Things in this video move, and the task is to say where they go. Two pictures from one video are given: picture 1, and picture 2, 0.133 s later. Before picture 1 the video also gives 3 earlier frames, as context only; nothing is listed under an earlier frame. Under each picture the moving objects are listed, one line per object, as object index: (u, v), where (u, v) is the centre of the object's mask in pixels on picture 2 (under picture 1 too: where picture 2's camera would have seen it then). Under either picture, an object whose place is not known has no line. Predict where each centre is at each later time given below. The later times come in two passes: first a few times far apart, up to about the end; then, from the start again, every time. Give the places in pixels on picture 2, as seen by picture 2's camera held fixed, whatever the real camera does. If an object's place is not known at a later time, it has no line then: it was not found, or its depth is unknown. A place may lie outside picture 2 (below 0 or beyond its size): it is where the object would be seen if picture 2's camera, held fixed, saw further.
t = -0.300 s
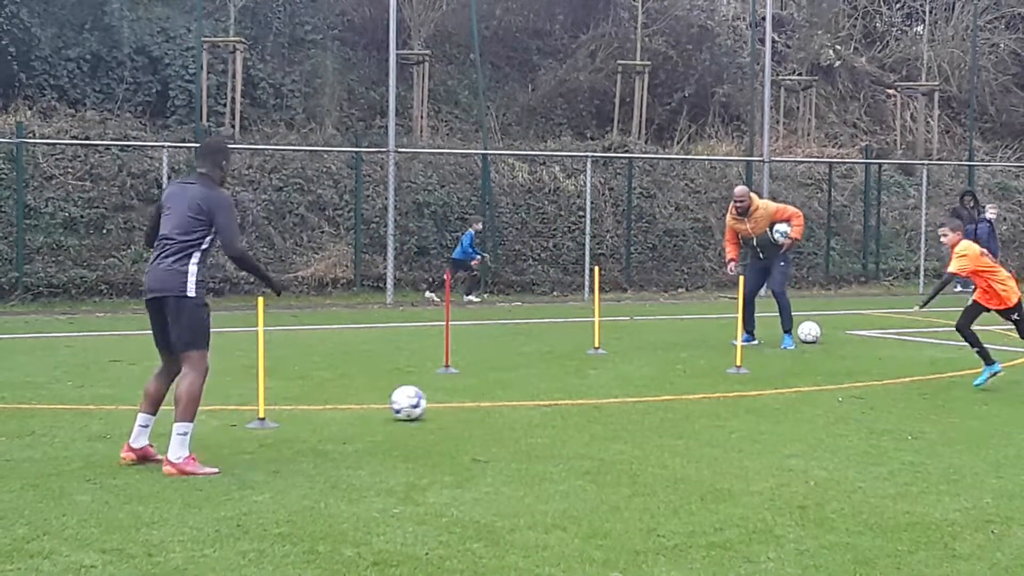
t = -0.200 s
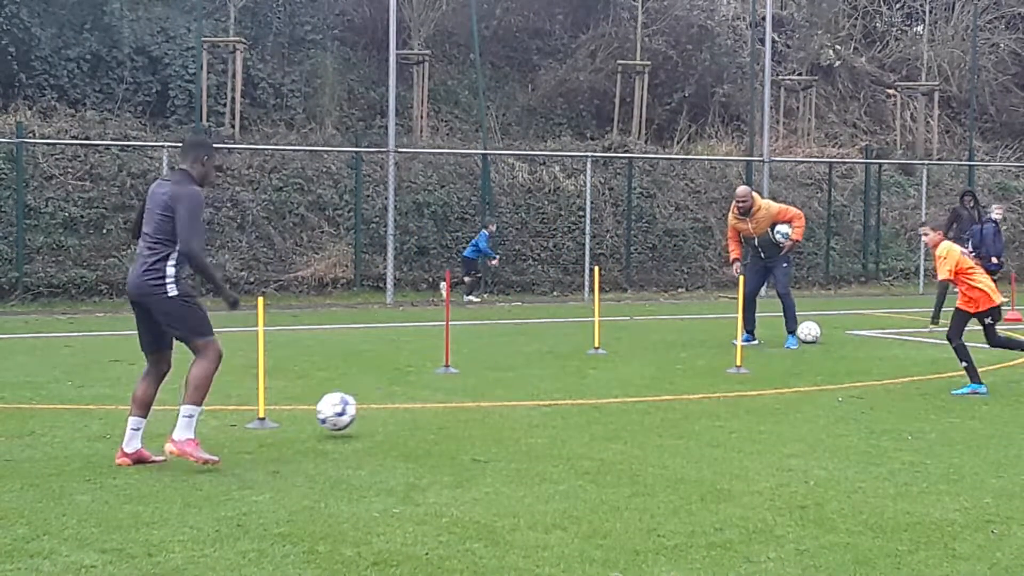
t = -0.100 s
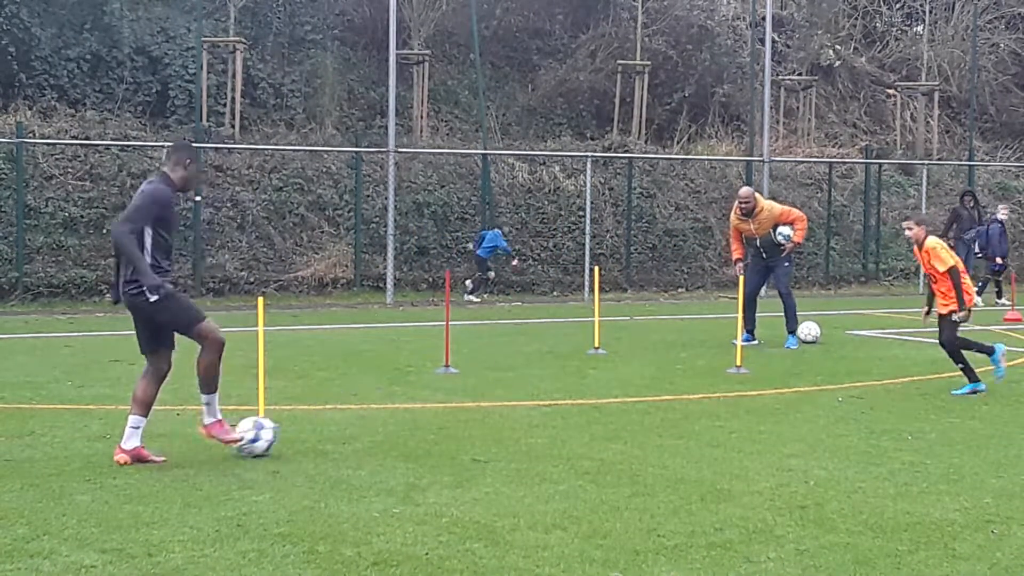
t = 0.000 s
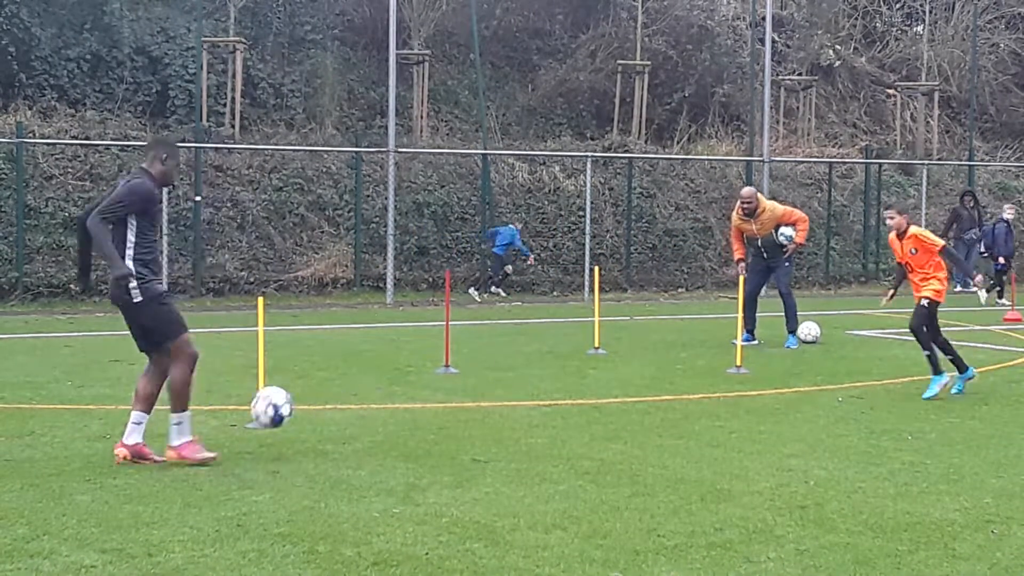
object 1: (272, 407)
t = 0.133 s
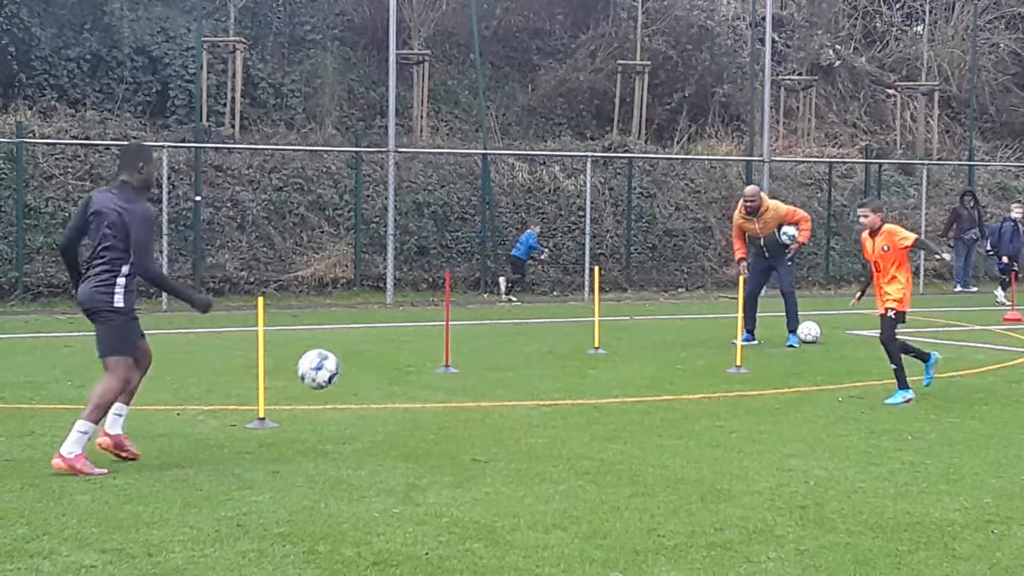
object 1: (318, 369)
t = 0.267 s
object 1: (363, 362)
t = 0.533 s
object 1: (448, 407)
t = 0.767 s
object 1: (528, 391)
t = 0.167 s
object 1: (330, 364)
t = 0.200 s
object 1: (341, 362)
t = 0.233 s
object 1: (352, 361)
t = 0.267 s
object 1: (363, 362)
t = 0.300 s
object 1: (374, 366)
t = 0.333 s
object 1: (384, 370)
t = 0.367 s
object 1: (395, 377)
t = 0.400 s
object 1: (406, 385)
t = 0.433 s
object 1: (416, 396)
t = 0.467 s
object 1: (426, 408)
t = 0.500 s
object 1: (436, 417)
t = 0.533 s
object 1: (448, 407)
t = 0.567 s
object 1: (460, 399)
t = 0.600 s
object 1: (473, 393)
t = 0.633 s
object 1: (484, 389)
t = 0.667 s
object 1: (495, 387)
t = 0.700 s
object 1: (506, 386)
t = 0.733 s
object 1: (517, 388)
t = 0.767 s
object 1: (528, 391)
